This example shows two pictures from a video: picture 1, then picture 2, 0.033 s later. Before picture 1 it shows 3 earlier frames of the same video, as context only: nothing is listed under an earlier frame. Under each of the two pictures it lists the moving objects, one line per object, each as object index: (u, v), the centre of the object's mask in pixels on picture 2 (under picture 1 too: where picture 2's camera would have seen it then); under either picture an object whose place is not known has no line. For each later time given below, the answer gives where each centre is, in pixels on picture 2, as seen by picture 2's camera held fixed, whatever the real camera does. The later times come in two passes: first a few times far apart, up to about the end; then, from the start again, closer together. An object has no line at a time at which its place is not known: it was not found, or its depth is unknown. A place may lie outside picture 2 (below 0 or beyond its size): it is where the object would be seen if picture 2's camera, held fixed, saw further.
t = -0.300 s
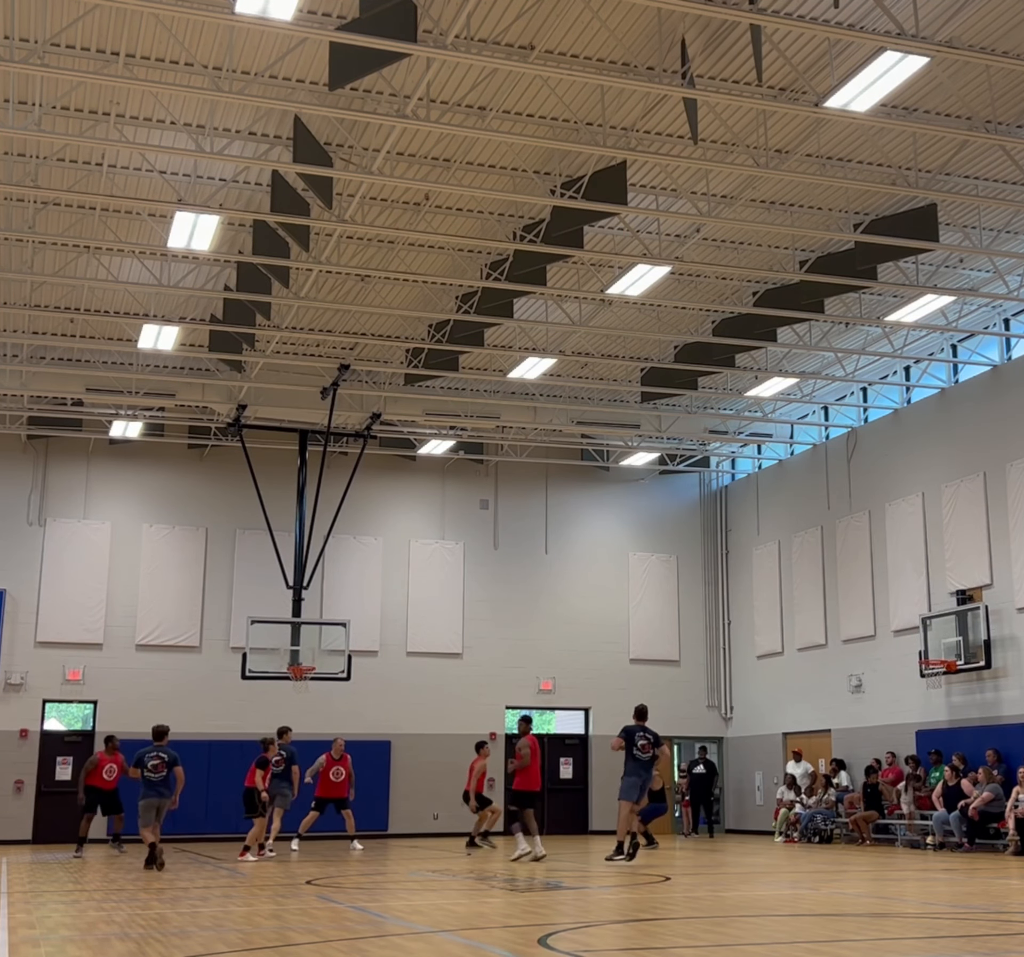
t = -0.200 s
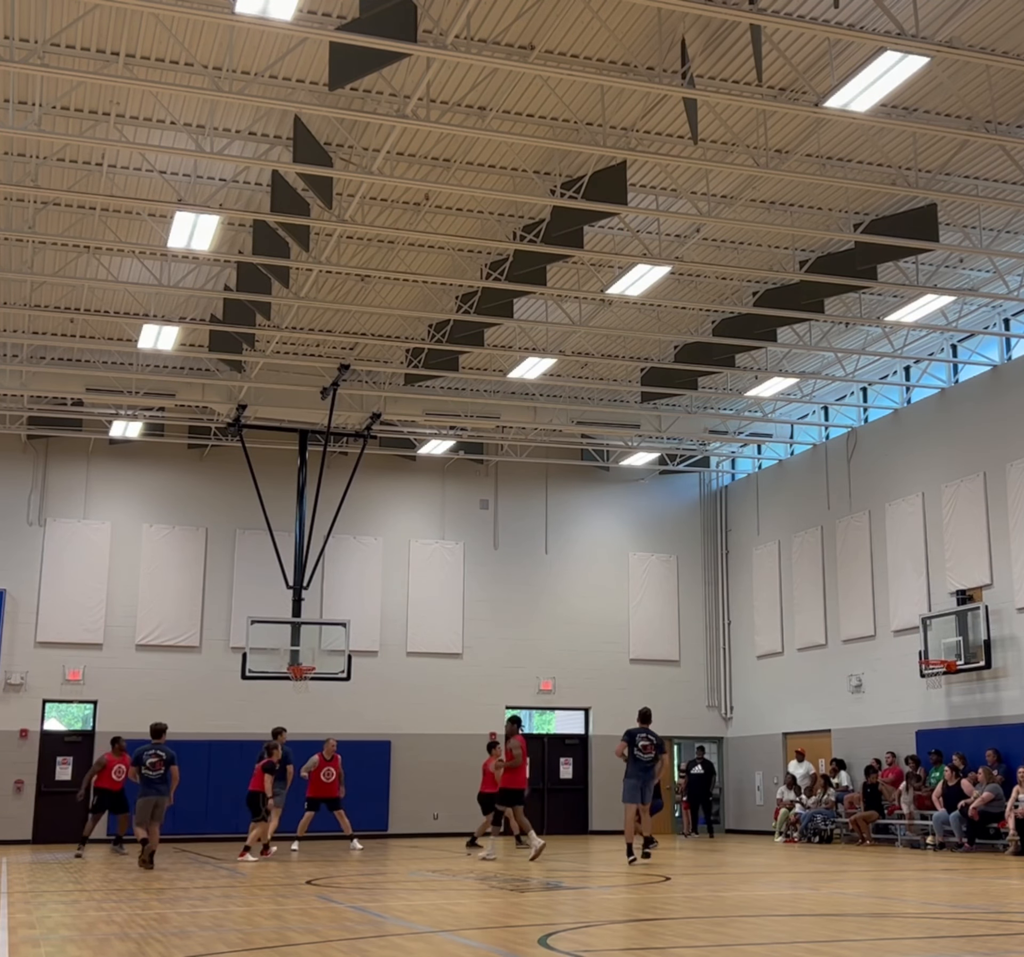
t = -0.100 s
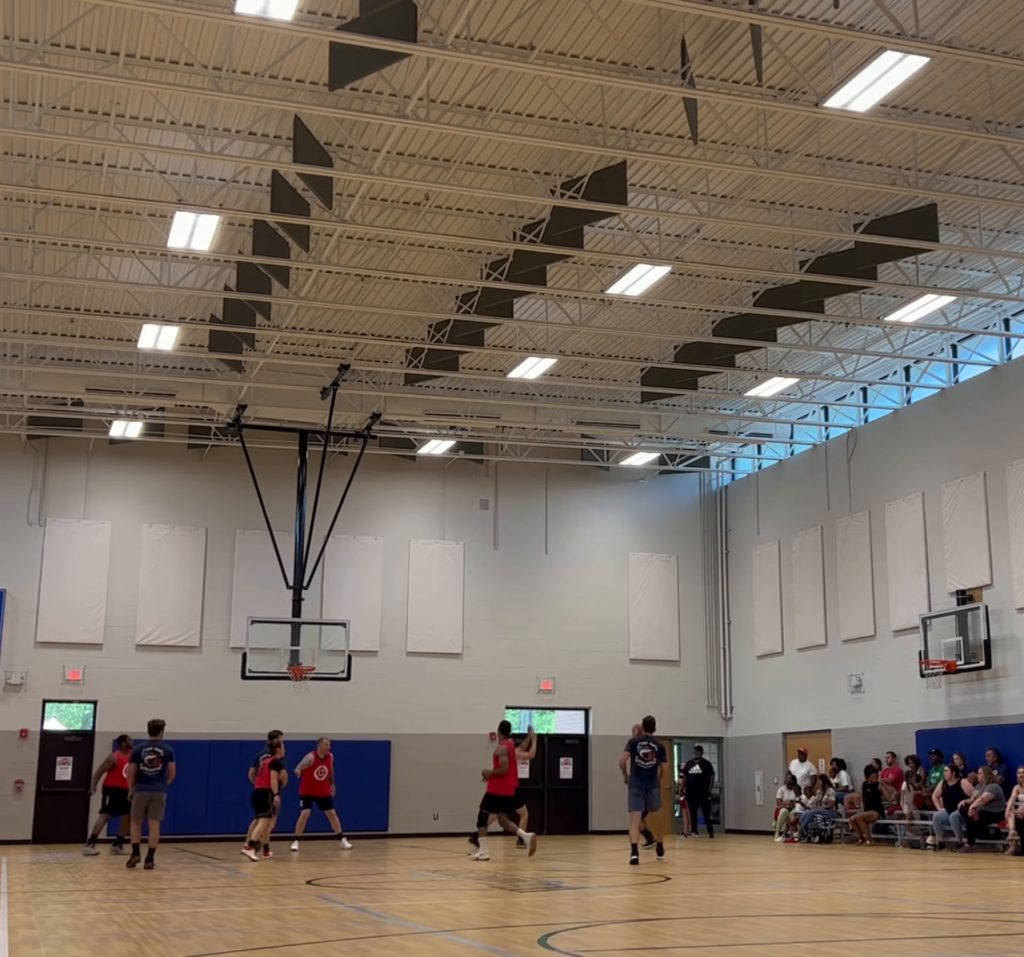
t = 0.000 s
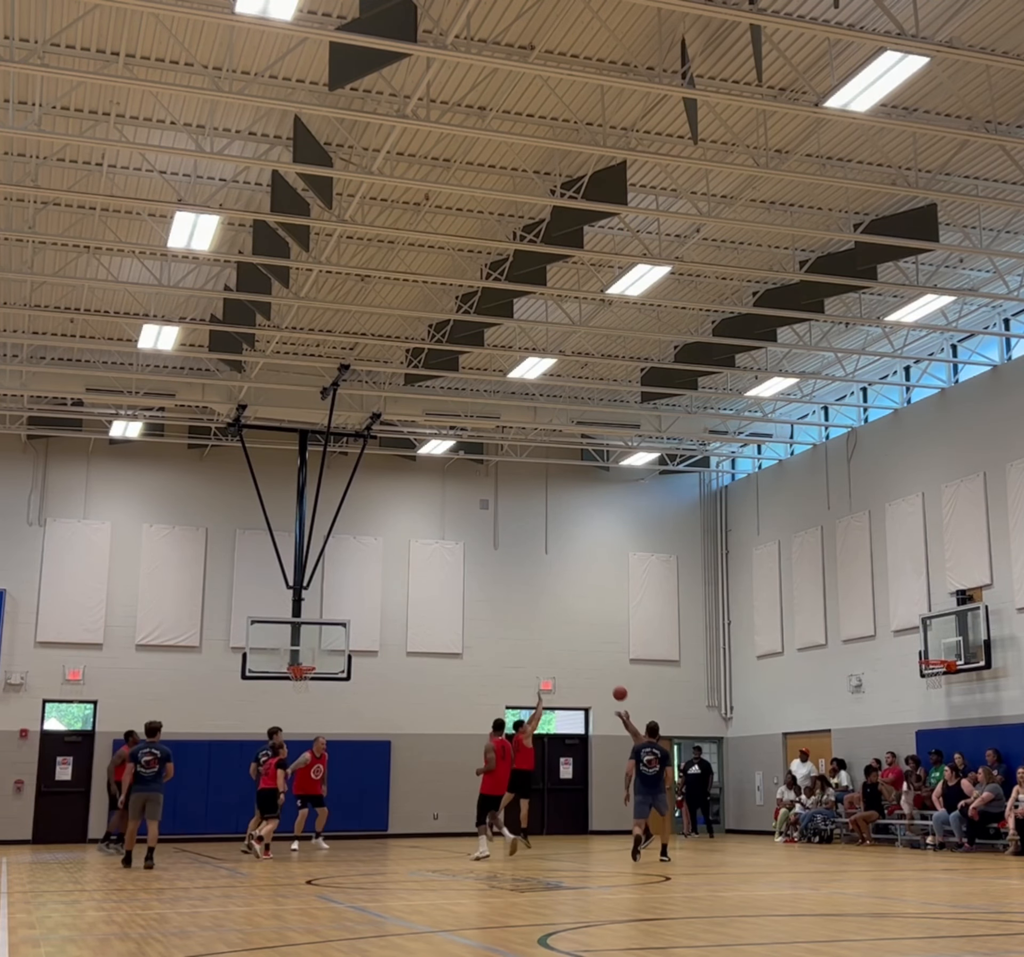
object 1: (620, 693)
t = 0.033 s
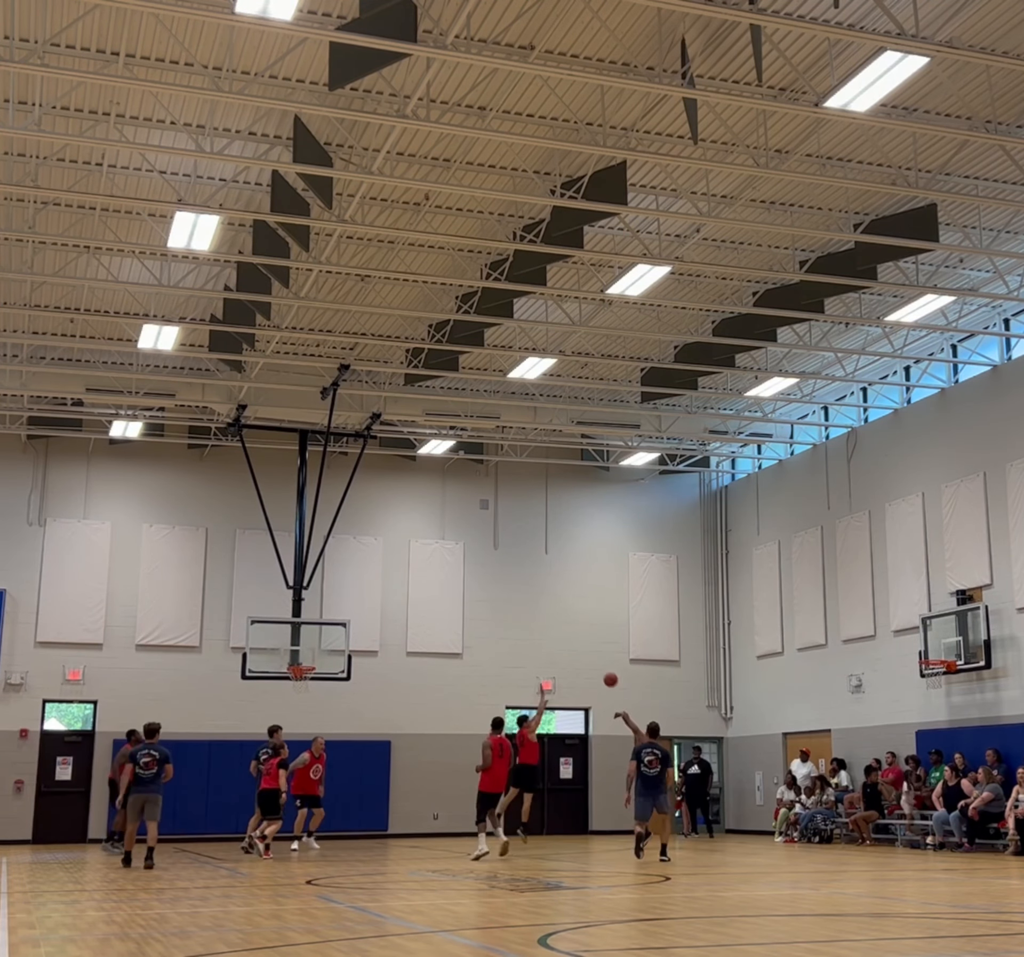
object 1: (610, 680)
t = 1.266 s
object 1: (307, 647)
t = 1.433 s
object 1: (292, 649)
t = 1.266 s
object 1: (307, 647)
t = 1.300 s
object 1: (298, 658)
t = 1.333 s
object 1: (295, 661)
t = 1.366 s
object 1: (294, 658)
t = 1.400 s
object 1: (293, 652)
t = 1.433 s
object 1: (292, 649)
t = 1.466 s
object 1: (291, 645)
